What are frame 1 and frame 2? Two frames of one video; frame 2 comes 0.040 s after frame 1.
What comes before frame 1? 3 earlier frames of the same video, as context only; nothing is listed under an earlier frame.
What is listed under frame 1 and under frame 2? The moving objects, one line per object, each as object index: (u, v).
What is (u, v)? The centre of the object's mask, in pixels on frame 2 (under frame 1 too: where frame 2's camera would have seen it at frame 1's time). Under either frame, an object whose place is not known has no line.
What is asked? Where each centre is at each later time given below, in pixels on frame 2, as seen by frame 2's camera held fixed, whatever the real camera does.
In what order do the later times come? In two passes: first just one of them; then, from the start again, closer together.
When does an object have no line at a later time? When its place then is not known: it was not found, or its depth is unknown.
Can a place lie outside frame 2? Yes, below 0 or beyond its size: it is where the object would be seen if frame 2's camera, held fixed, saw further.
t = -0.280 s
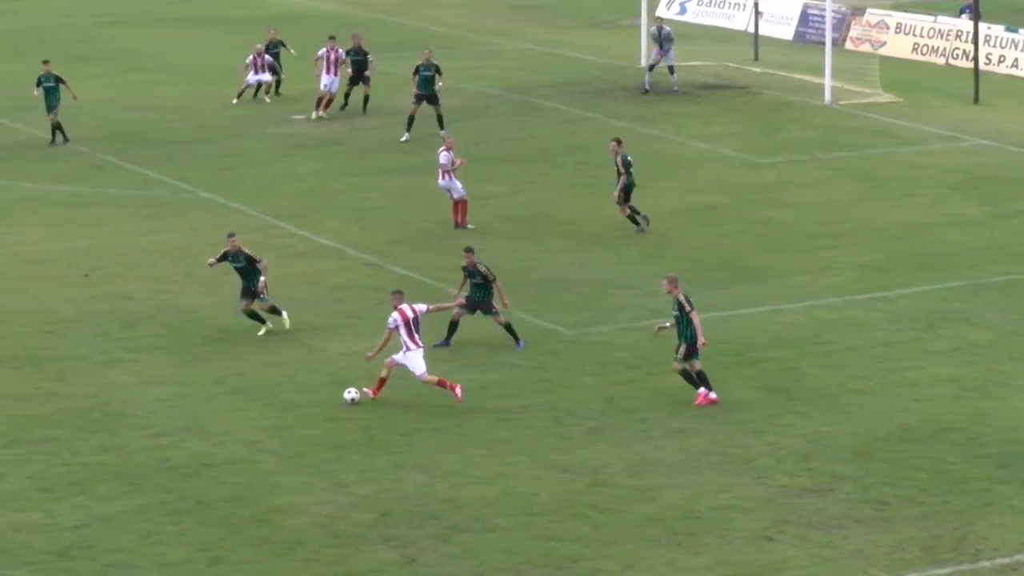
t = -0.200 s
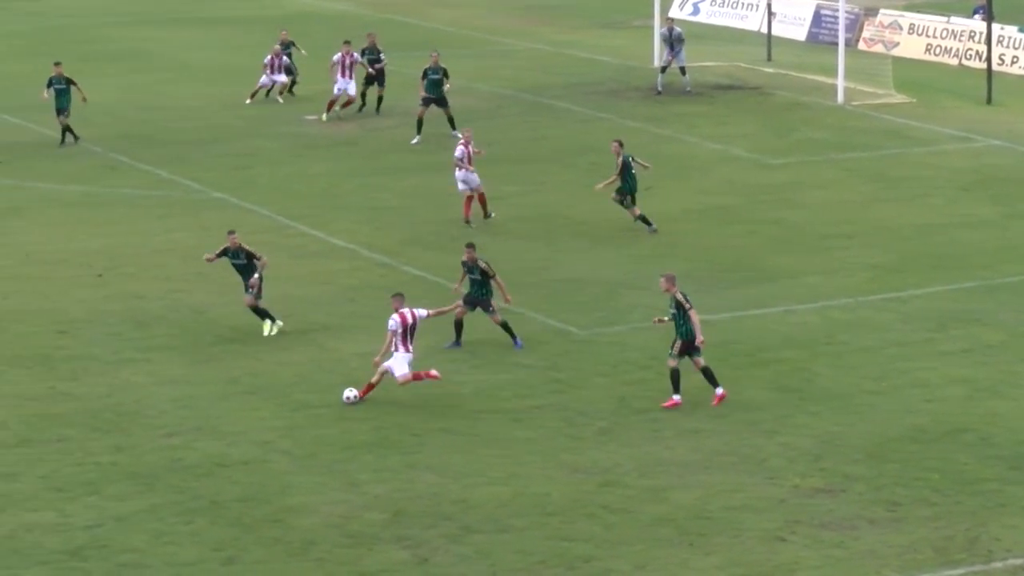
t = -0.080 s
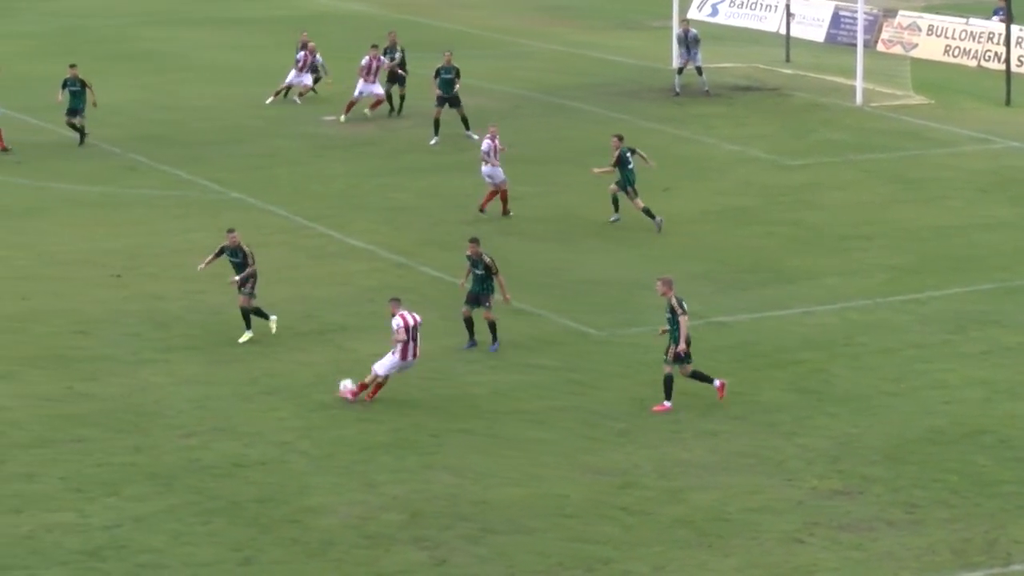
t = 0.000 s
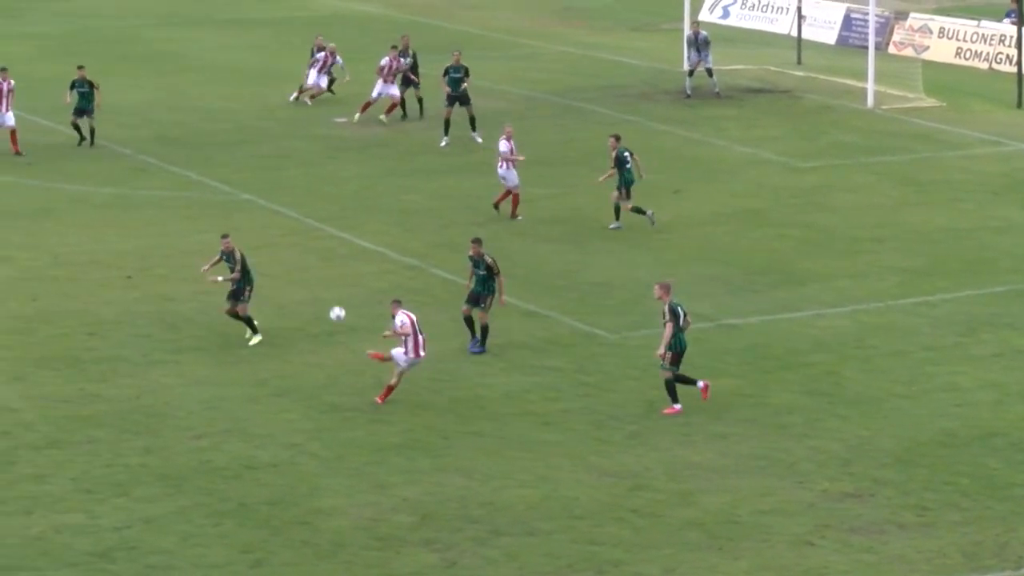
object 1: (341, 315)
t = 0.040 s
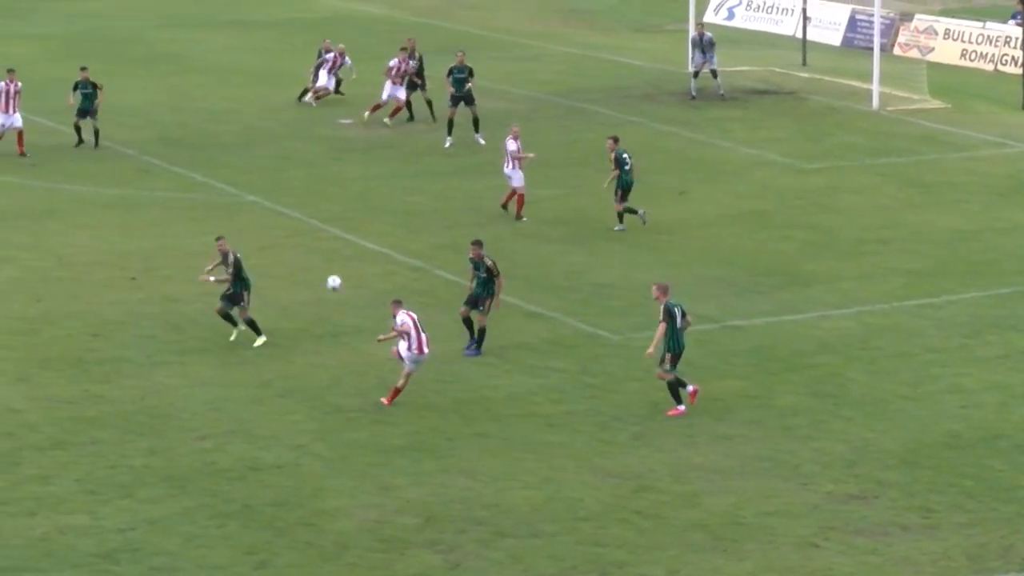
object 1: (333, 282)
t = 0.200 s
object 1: (316, 174)
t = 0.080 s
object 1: (327, 251)
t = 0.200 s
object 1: (316, 174)
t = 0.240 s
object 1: (314, 153)
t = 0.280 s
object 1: (313, 134)
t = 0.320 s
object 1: (312, 117)
